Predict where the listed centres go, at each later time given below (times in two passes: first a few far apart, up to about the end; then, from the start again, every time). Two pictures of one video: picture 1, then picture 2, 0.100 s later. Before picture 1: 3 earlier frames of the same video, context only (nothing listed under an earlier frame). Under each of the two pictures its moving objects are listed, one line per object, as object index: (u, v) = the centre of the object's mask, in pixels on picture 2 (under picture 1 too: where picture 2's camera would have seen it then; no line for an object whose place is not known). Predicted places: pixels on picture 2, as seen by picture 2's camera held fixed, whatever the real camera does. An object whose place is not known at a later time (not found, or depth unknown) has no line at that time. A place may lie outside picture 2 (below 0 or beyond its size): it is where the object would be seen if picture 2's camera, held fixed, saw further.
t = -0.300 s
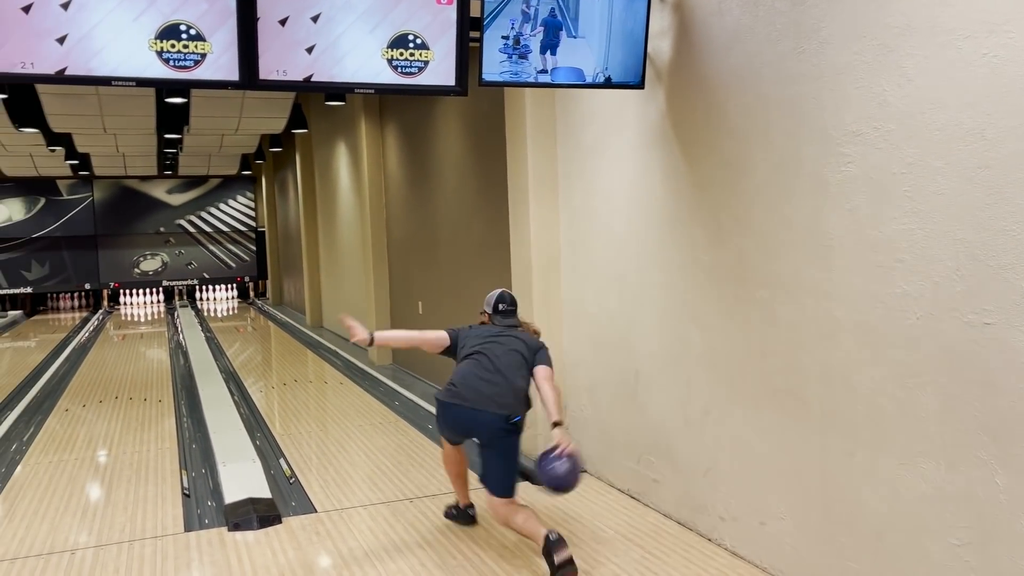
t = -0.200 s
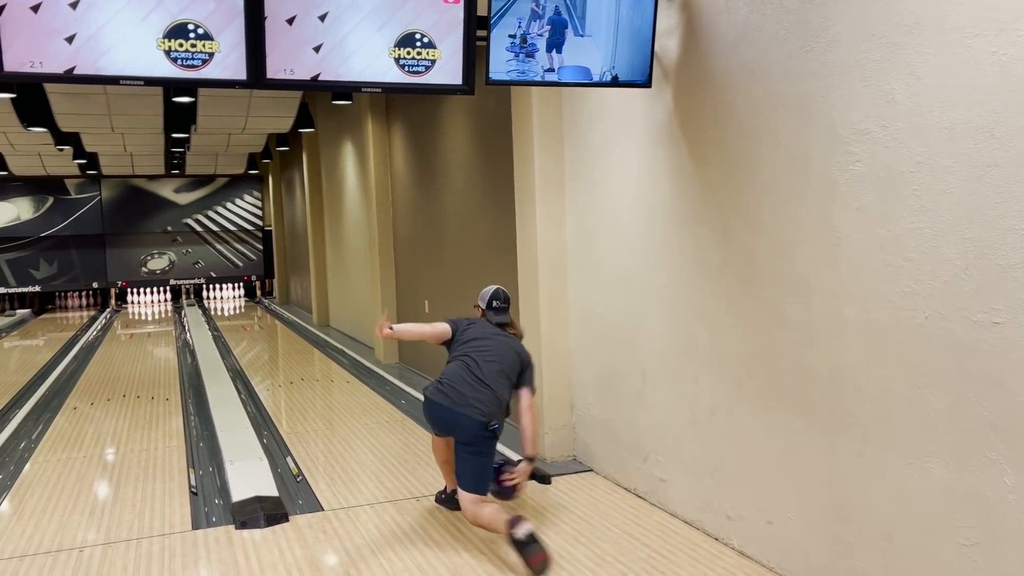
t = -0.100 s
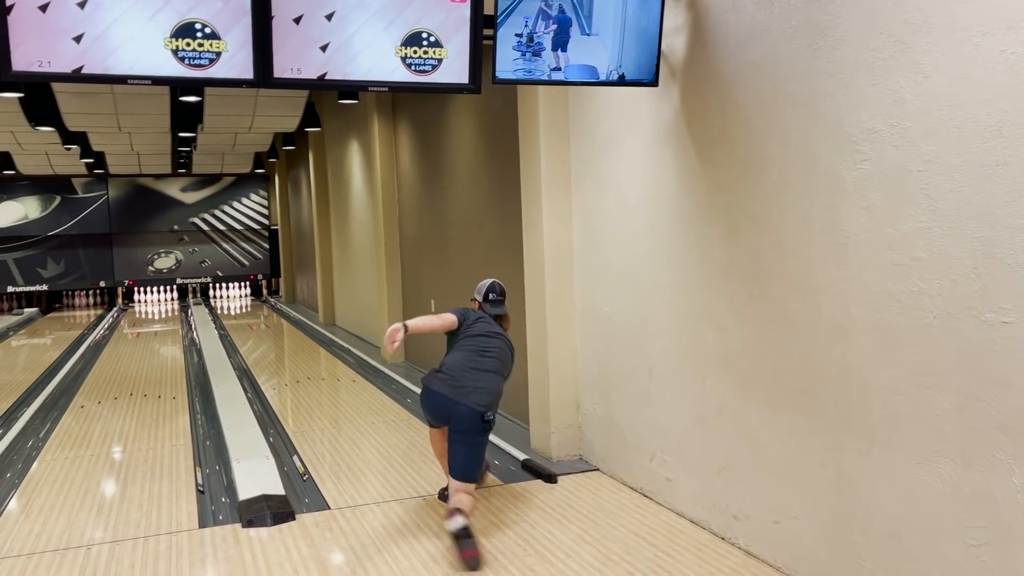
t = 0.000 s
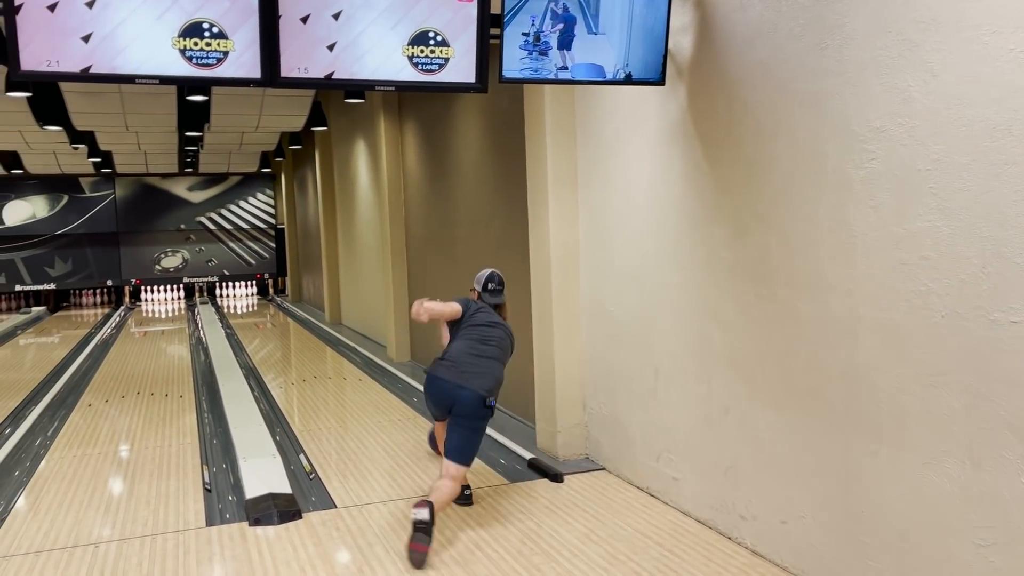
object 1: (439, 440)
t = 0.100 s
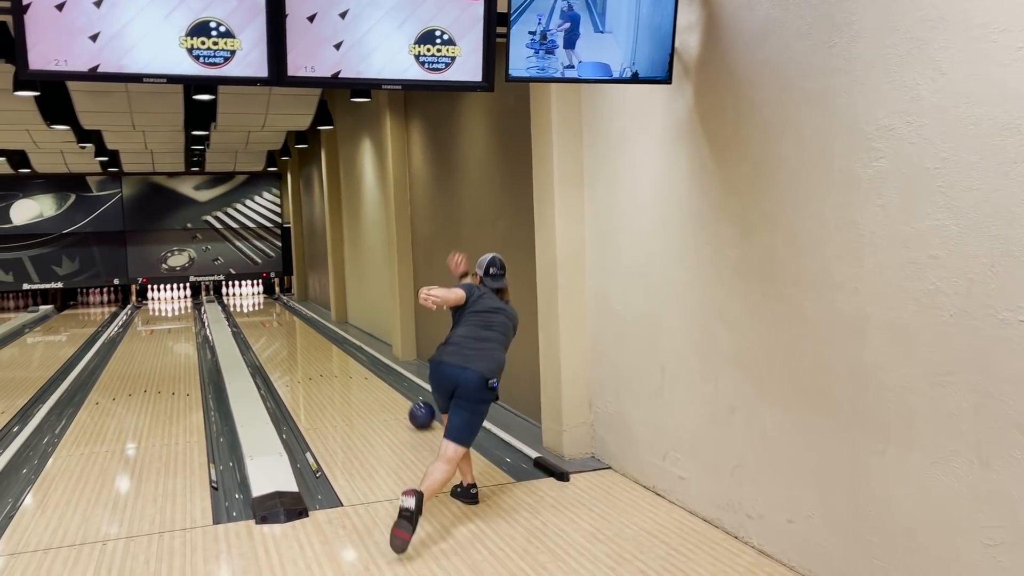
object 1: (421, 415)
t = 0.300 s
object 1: (382, 382)
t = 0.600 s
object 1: (344, 351)
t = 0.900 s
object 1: (318, 332)
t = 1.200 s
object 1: (300, 318)
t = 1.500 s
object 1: (285, 308)
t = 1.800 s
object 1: (271, 300)
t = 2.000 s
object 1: (262, 296)
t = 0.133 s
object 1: (414, 408)
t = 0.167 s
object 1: (407, 402)
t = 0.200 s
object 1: (400, 397)
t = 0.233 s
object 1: (394, 392)
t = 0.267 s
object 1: (388, 387)
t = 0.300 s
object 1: (382, 382)
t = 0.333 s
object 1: (377, 378)
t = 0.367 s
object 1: (372, 374)
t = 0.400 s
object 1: (367, 370)
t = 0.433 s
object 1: (363, 367)
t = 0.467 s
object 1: (359, 363)
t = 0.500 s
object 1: (355, 360)
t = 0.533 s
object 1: (351, 356)
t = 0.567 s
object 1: (348, 354)
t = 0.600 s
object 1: (344, 351)
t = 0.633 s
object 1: (340, 349)
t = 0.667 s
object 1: (337, 346)
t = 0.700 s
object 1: (334, 344)
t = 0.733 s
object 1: (331, 342)
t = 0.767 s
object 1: (328, 340)
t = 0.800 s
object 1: (326, 338)
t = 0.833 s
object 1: (323, 336)
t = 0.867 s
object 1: (321, 334)
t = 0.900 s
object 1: (318, 332)
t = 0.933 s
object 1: (316, 330)
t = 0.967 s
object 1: (314, 328)
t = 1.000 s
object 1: (311, 326)
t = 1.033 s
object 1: (309, 325)
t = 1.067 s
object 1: (307, 323)
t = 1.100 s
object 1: (305, 322)
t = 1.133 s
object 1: (304, 321)
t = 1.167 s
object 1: (302, 319)
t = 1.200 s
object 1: (300, 318)
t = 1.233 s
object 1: (298, 317)
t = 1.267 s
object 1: (296, 315)
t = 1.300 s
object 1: (294, 314)
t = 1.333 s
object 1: (293, 313)
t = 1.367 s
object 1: (290, 312)
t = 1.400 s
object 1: (290, 311)
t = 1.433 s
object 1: (288, 310)
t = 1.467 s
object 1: (285, 308)
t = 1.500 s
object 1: (285, 308)
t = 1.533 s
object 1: (283, 307)
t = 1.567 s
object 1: (281, 306)
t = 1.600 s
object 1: (280, 304)
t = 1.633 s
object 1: (278, 303)
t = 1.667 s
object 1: (277, 302)
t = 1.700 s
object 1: (276, 302)
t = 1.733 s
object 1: (274, 301)
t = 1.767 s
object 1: (272, 301)
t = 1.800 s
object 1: (271, 300)
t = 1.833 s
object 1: (270, 299)
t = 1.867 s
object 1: (267, 299)
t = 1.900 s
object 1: (266, 298)
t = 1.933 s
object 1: (265, 297)
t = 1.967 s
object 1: (263, 297)
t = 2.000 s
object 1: (262, 296)
